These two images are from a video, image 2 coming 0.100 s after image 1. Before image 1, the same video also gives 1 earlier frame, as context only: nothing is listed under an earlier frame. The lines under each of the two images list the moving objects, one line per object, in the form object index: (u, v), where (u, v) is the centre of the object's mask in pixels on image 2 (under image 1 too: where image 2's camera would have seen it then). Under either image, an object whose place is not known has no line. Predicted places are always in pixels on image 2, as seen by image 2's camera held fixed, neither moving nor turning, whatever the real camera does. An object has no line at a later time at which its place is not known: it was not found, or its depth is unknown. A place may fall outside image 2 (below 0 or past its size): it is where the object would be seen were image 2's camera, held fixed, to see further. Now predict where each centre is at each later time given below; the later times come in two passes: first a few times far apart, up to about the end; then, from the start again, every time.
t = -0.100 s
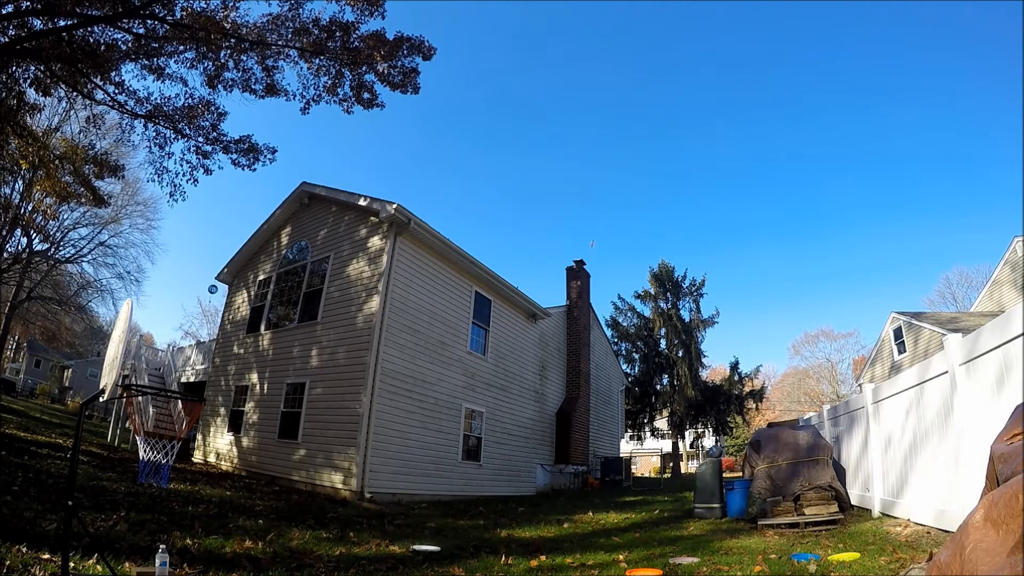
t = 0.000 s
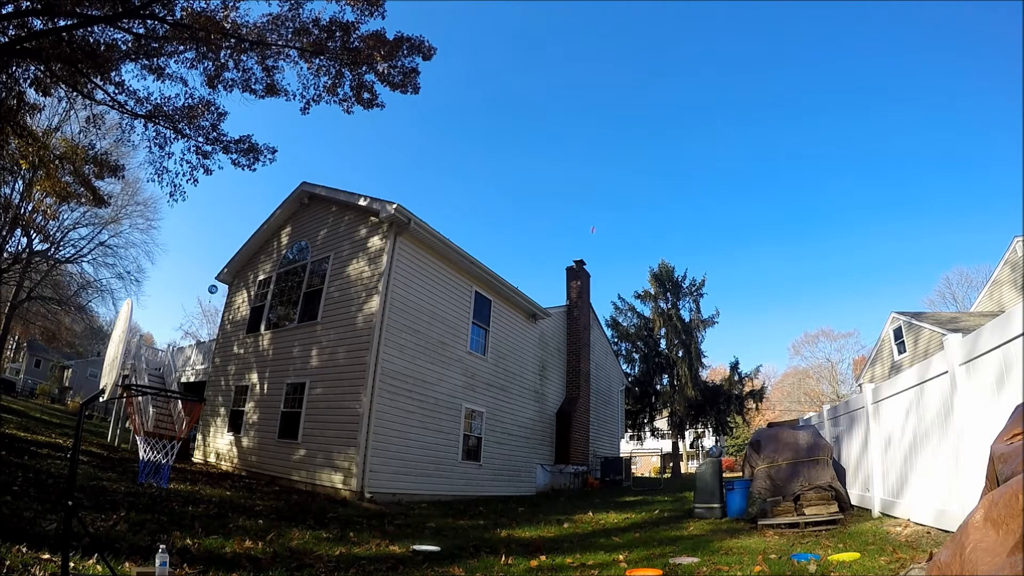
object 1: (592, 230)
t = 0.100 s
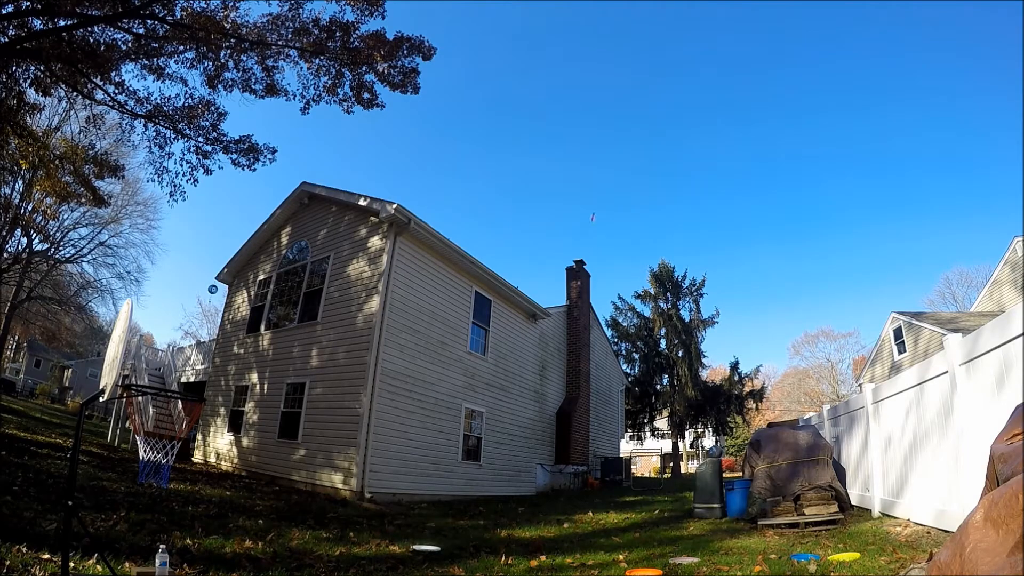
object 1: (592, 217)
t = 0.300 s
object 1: (589, 196)
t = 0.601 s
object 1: (572, 175)
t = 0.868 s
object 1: (524, 181)
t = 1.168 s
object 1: (314, 301)
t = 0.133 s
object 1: (592, 214)
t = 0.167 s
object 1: (592, 209)
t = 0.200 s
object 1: (591, 206)
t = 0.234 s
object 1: (591, 202)
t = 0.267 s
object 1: (590, 199)
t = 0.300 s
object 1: (589, 196)
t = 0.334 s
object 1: (588, 192)
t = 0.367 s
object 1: (587, 189)
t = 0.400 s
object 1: (586, 187)
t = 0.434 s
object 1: (584, 184)
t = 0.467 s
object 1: (582, 182)
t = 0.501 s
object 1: (580, 180)
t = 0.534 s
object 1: (578, 178)
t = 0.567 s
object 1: (575, 177)
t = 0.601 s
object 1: (572, 175)
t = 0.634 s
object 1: (568, 174)
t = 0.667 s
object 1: (564, 174)
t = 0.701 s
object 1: (559, 174)
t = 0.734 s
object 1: (554, 174)
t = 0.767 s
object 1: (548, 175)
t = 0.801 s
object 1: (541, 176)
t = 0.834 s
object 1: (534, 178)
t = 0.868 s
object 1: (524, 181)
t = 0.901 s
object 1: (514, 185)
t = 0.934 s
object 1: (501, 190)
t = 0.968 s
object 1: (487, 197)
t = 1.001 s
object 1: (470, 206)
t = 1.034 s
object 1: (449, 217)
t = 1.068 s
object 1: (425, 231)
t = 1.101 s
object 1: (395, 248)
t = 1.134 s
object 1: (358, 272)
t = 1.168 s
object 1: (314, 301)
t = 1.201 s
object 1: (261, 339)
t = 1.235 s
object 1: (197, 385)
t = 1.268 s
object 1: (127, 430)
